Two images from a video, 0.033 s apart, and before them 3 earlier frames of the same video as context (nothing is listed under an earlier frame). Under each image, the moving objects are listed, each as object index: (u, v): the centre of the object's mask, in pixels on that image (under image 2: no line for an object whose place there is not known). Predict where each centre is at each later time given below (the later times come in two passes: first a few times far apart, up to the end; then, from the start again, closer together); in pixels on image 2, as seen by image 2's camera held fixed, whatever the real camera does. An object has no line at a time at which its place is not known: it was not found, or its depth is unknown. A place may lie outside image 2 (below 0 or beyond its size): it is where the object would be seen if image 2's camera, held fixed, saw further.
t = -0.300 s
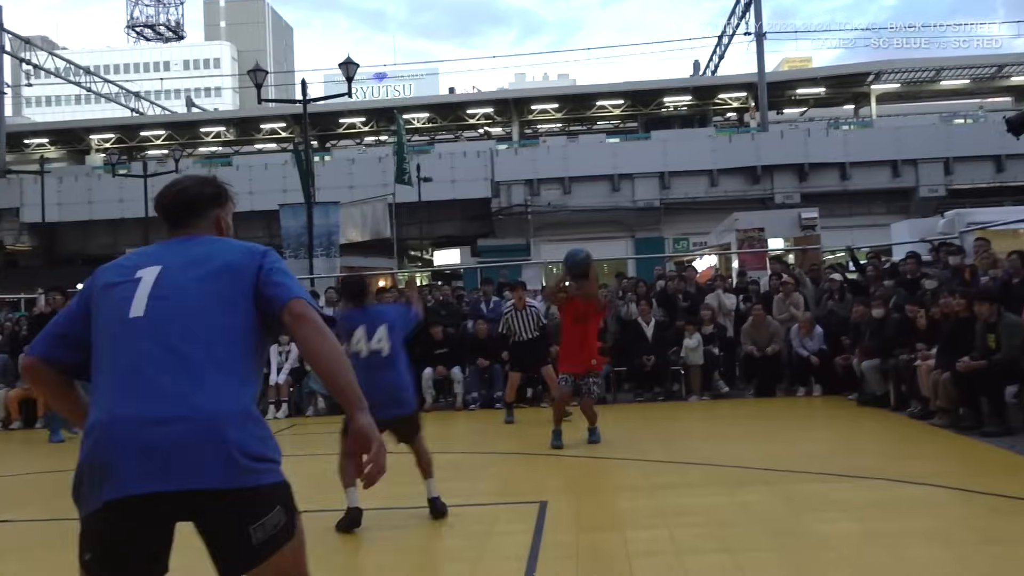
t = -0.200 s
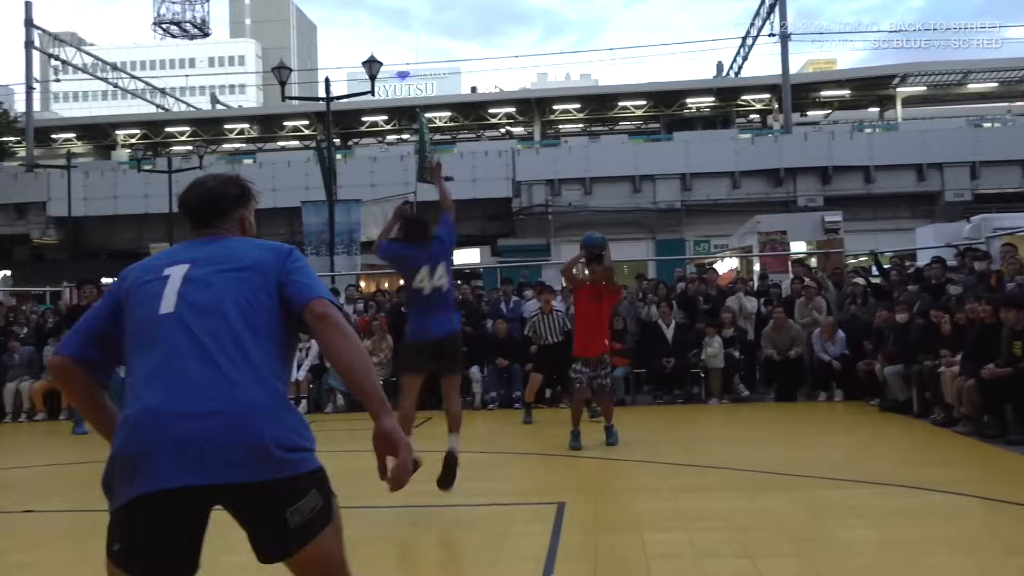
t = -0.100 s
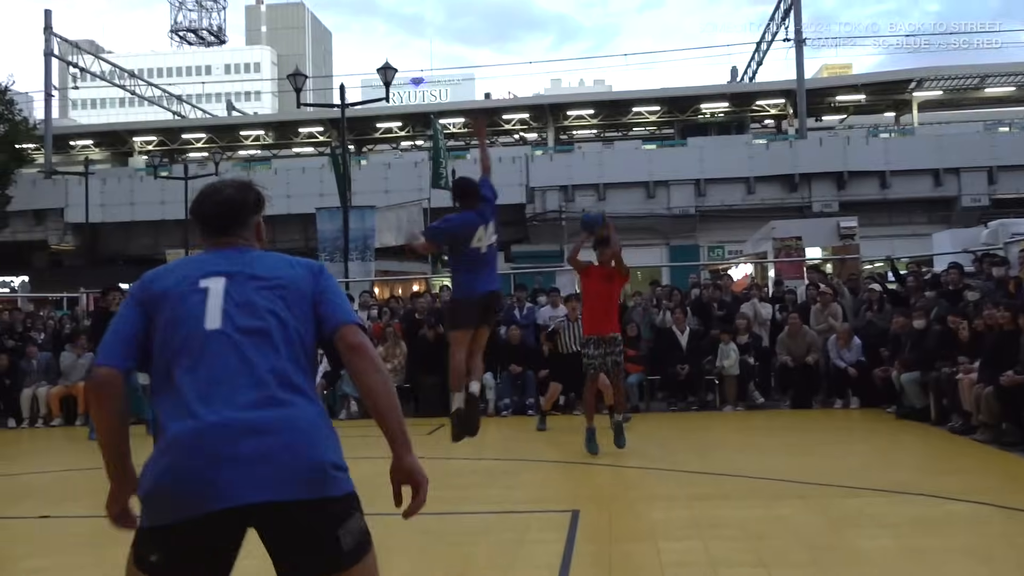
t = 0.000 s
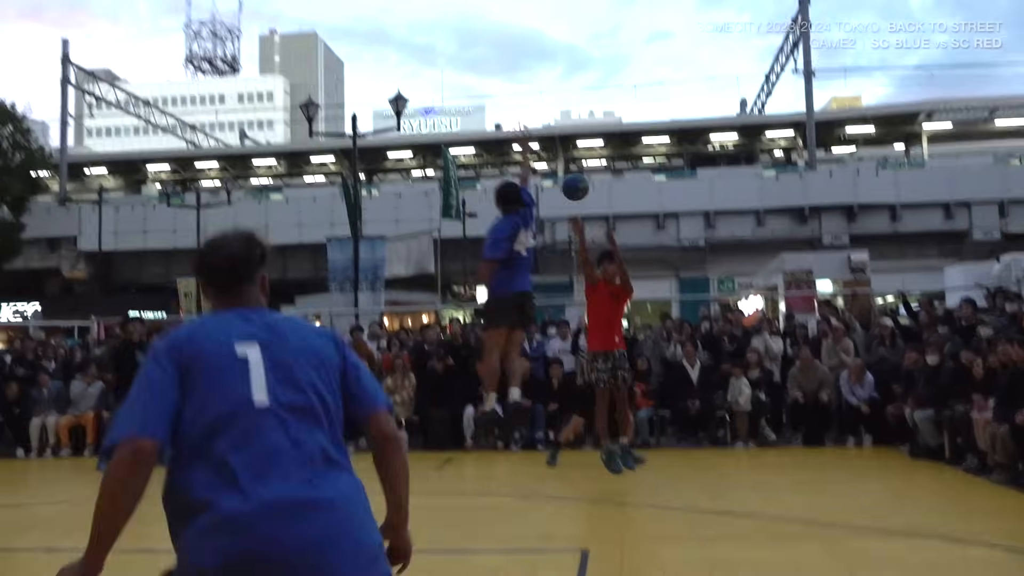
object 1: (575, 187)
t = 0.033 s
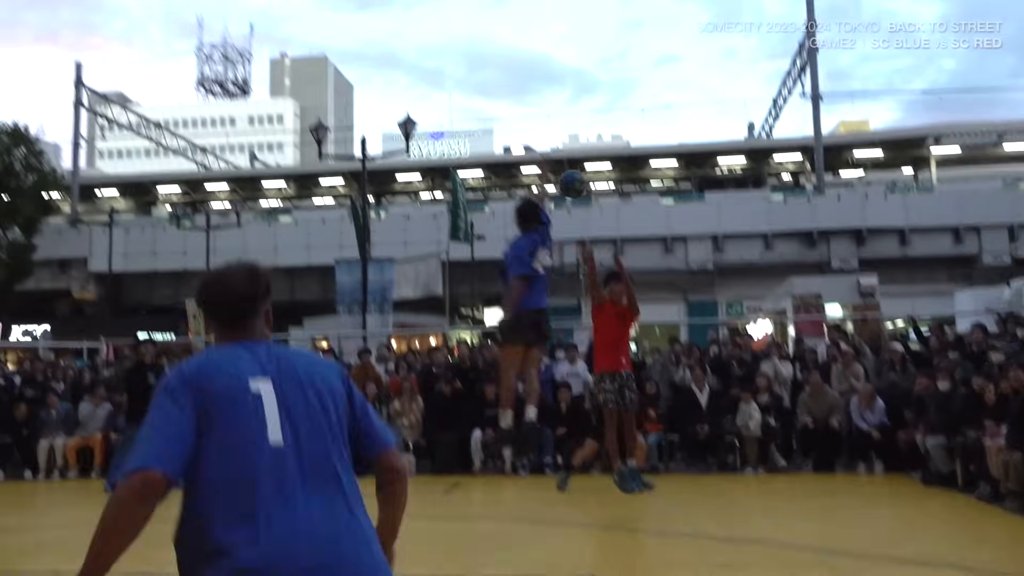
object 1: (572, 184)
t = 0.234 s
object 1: (494, 30)
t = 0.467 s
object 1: (371, -135)
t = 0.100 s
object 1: (548, 131)
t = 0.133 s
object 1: (536, 106)
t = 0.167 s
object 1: (523, 80)
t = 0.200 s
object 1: (508, 55)
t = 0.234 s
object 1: (494, 30)
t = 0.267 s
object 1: (478, 5)
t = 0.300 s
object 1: (462, -20)
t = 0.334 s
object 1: (445, -44)
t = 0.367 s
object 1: (427, -67)
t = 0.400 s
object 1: (409, -90)
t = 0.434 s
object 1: (390, -112)
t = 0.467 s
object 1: (371, -135)
